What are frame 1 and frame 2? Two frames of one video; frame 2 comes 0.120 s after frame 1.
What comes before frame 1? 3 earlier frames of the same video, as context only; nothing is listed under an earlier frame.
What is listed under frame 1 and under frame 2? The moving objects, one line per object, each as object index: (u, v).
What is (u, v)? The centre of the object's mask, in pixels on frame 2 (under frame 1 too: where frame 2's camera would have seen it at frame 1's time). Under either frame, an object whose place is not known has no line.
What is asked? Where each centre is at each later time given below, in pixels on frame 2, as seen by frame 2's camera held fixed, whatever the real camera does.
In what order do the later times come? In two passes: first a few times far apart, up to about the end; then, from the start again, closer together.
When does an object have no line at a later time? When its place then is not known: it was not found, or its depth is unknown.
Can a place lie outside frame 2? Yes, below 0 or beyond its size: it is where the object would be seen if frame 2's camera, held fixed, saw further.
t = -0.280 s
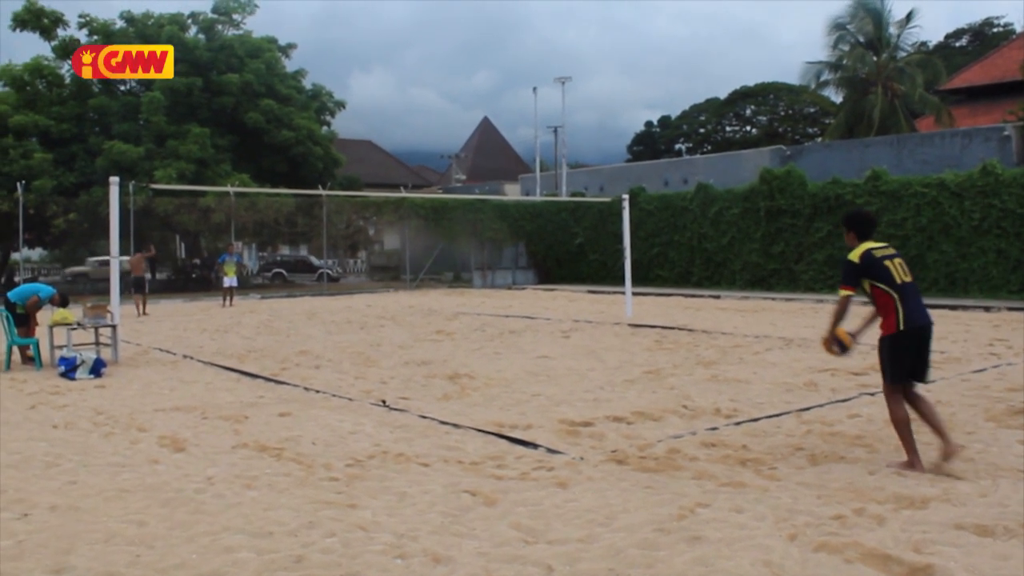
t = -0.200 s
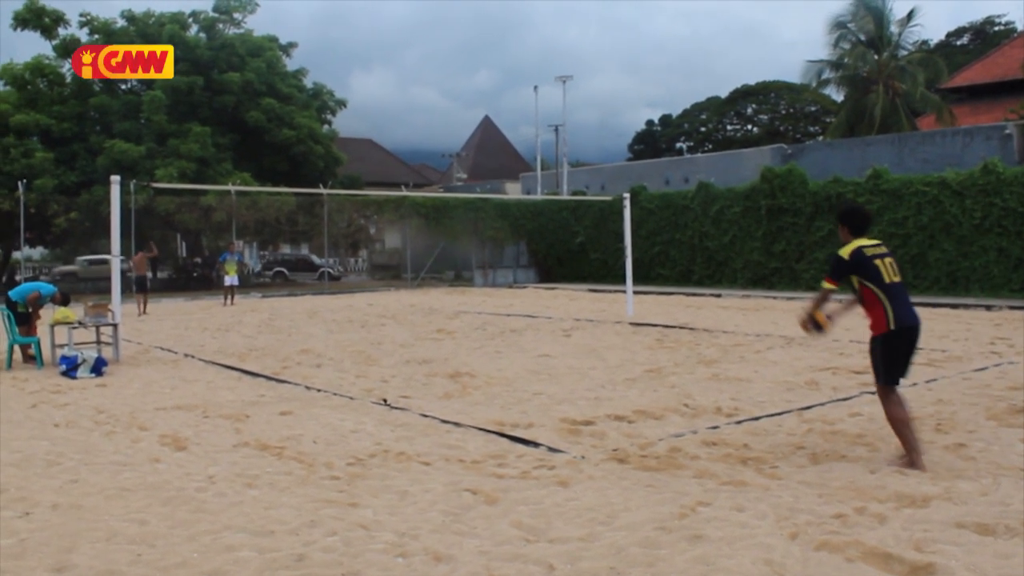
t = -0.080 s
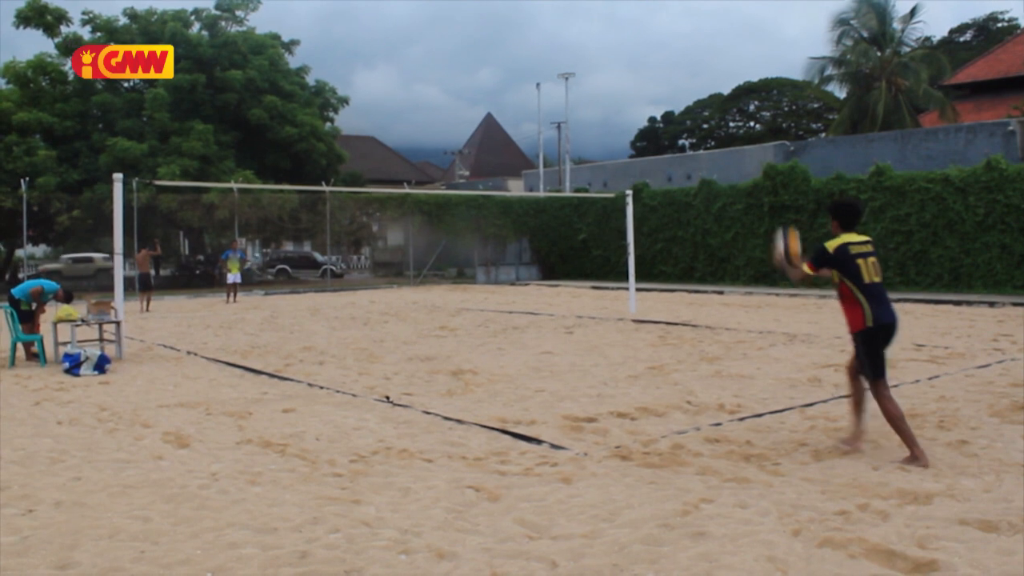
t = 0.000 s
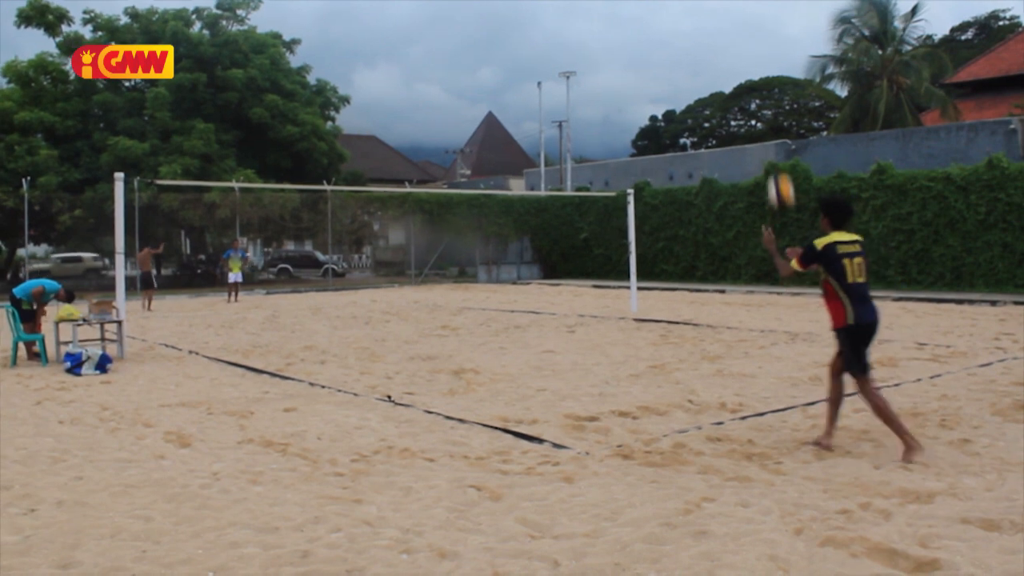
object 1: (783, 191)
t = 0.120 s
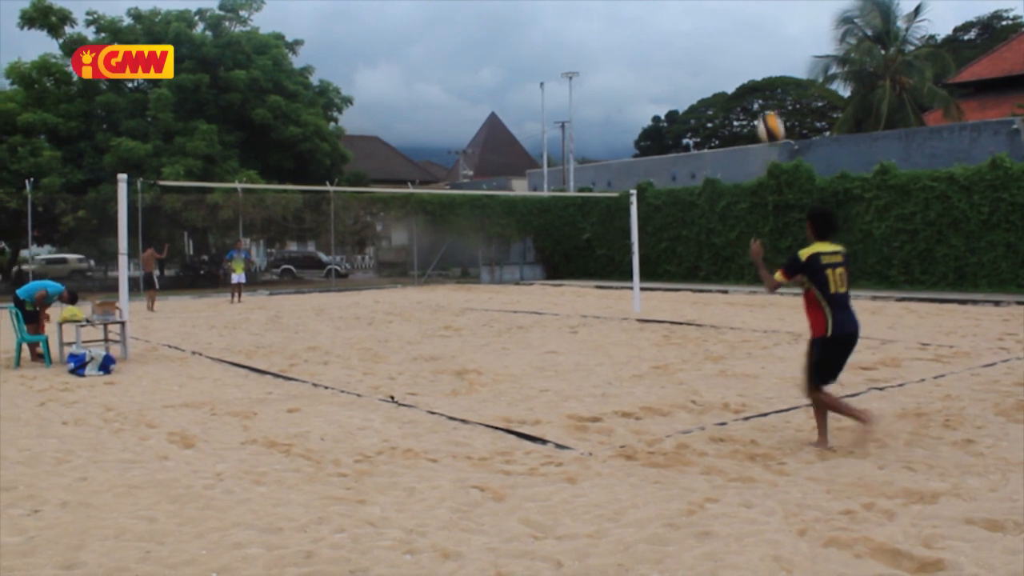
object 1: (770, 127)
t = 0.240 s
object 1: (757, 85)
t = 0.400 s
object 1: (738, 55)
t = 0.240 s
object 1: (757, 85)
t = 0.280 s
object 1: (752, 75)
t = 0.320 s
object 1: (747, 66)
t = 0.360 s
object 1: (743, 59)
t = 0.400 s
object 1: (738, 55)
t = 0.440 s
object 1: (734, 52)
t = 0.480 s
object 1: (730, 51)
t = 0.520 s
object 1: (725, 52)
